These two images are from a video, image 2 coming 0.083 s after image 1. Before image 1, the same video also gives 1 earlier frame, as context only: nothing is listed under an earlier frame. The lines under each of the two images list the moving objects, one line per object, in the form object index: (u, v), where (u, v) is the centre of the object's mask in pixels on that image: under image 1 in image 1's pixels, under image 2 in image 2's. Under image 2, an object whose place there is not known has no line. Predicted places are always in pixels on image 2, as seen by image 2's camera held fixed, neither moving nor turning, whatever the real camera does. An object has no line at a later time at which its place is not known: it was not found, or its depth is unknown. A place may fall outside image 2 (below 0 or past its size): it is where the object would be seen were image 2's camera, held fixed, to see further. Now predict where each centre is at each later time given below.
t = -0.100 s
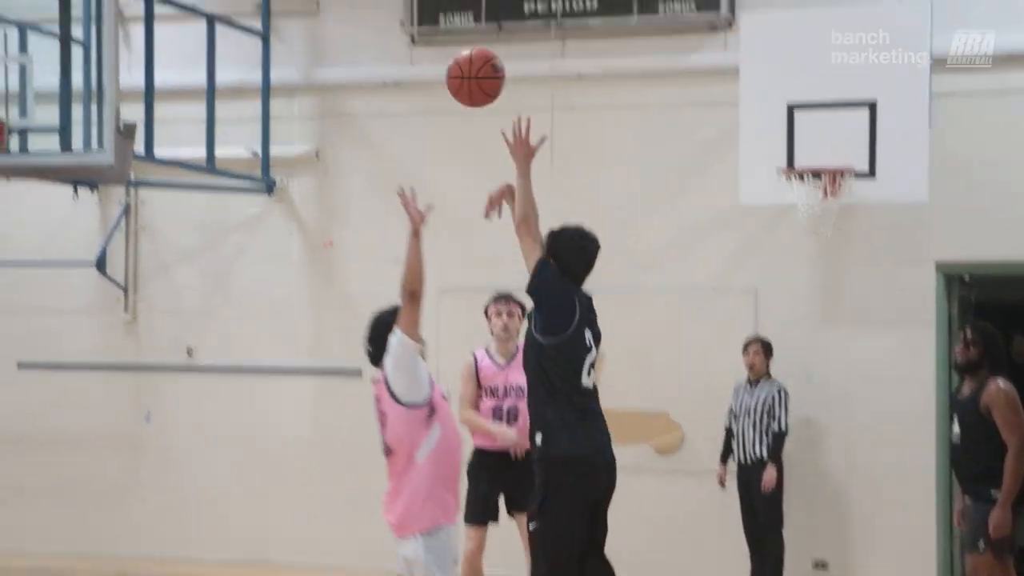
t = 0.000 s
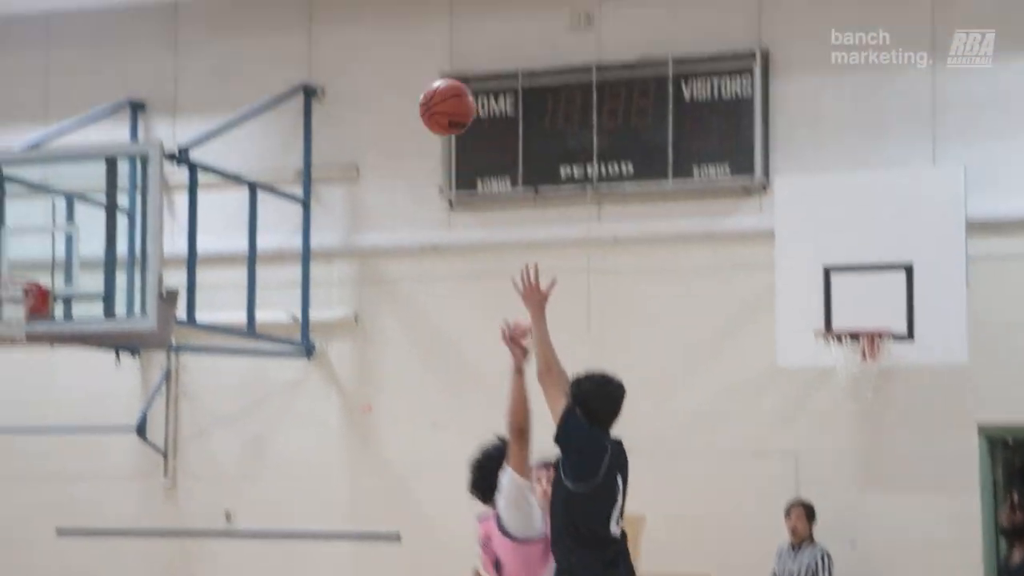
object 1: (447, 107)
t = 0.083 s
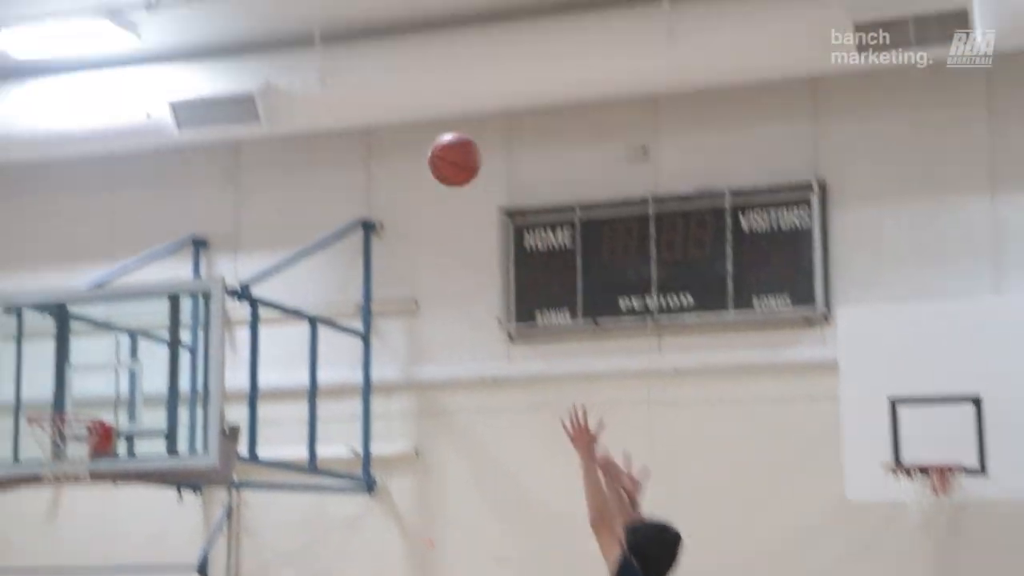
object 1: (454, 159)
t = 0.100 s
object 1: (444, 146)
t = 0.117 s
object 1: (435, 134)
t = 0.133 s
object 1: (425, 122)
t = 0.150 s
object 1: (417, 112)
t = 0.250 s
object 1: (370, 62)
